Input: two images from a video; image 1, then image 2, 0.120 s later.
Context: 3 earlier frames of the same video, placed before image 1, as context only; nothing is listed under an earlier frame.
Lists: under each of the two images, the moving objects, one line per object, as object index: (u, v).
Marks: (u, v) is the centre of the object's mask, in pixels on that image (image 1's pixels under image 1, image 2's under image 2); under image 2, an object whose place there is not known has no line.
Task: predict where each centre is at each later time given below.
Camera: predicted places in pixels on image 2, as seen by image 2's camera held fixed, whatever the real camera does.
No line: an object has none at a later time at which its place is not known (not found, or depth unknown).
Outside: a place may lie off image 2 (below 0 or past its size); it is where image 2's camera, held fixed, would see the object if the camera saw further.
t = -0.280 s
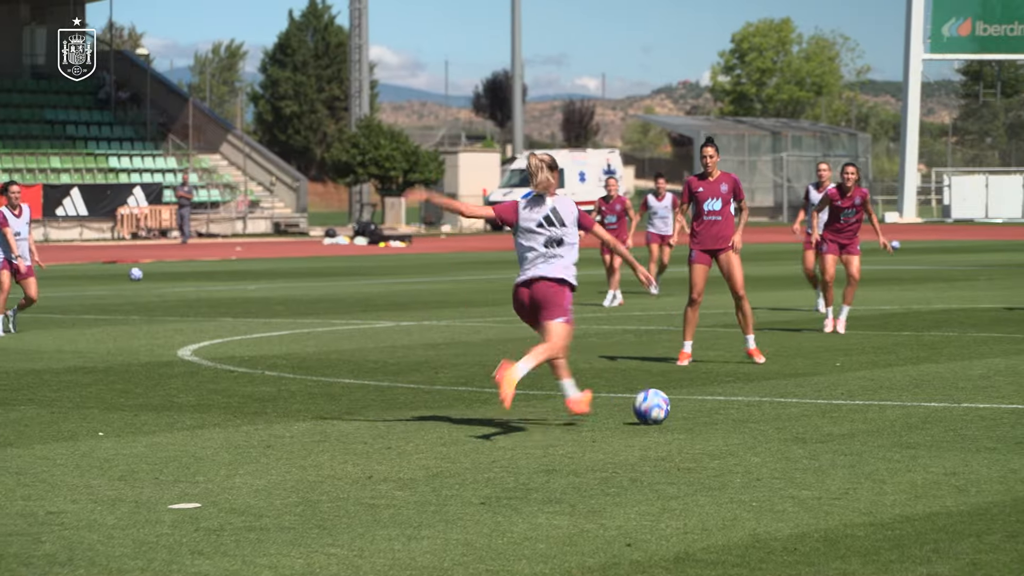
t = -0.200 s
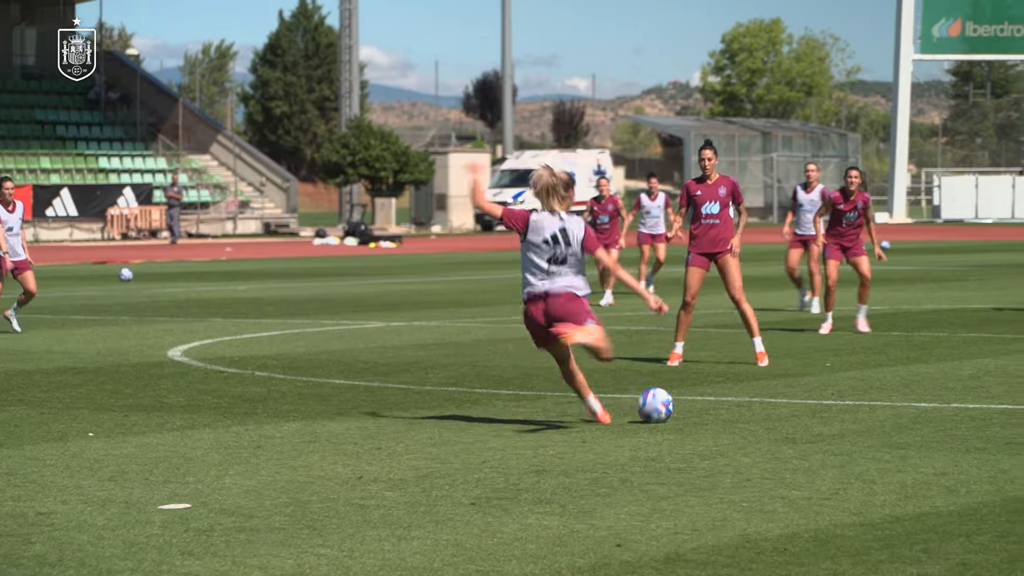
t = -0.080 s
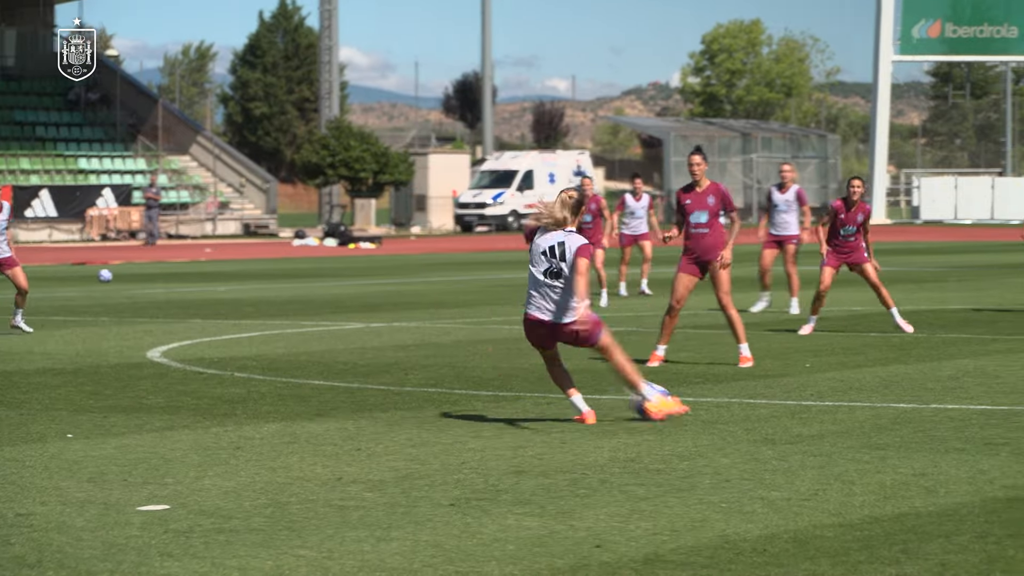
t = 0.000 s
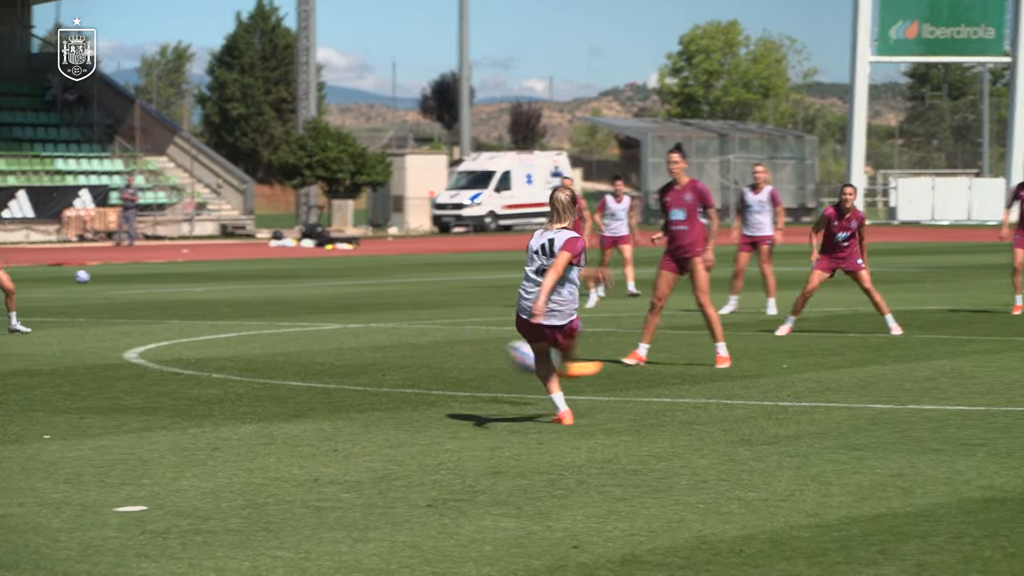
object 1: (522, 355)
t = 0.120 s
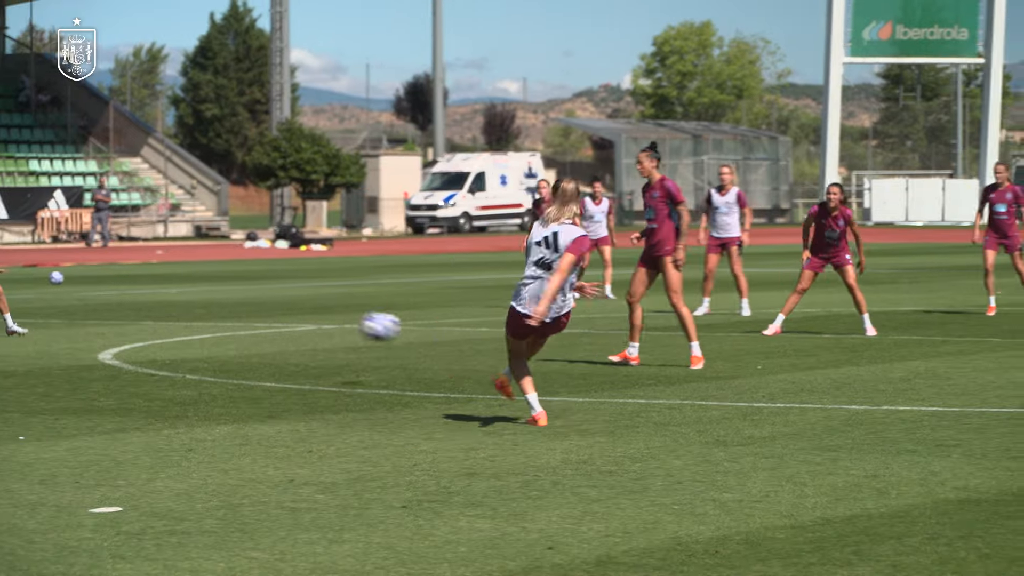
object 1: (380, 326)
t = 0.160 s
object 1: (343, 322)
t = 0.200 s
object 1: (306, 322)
